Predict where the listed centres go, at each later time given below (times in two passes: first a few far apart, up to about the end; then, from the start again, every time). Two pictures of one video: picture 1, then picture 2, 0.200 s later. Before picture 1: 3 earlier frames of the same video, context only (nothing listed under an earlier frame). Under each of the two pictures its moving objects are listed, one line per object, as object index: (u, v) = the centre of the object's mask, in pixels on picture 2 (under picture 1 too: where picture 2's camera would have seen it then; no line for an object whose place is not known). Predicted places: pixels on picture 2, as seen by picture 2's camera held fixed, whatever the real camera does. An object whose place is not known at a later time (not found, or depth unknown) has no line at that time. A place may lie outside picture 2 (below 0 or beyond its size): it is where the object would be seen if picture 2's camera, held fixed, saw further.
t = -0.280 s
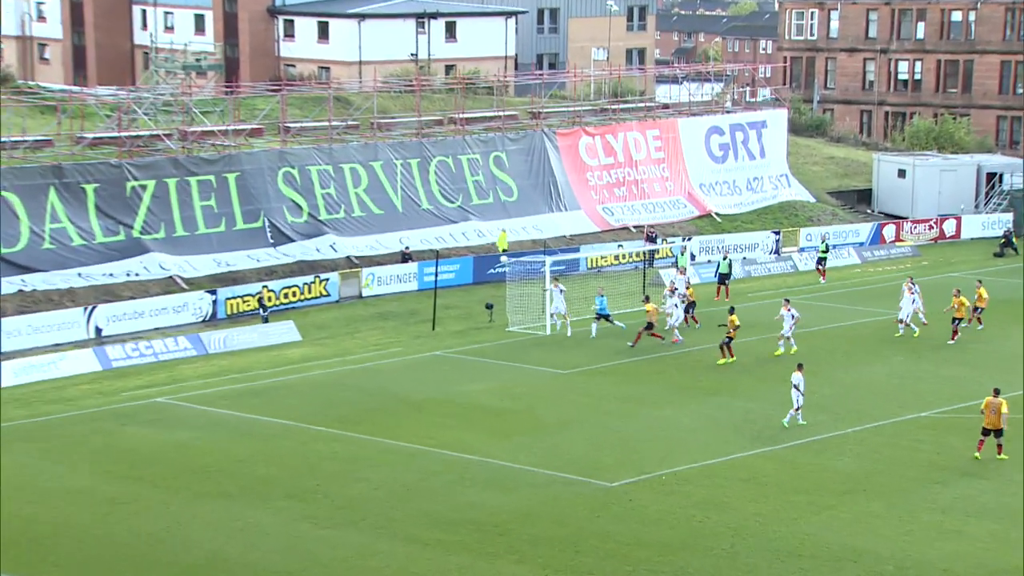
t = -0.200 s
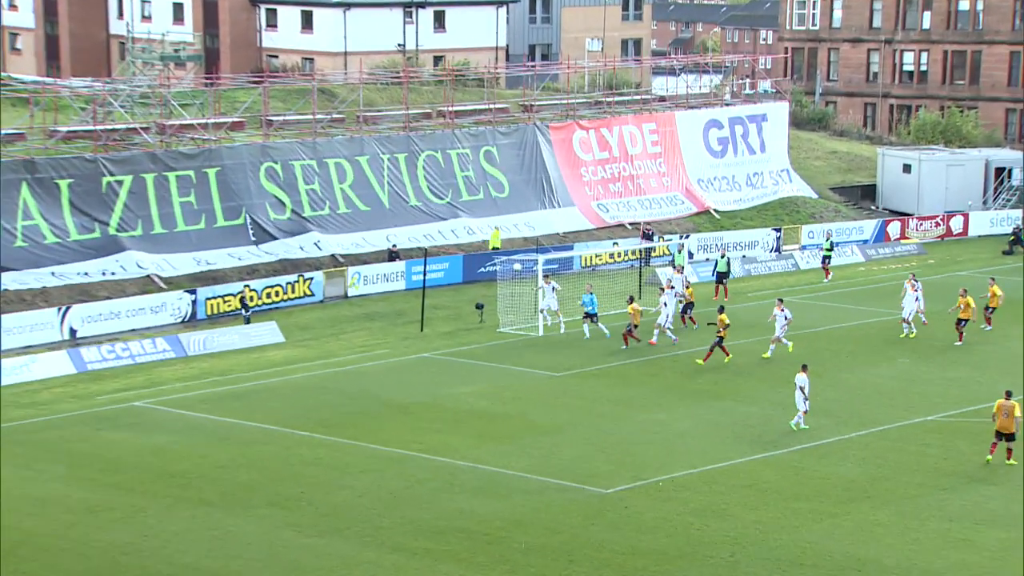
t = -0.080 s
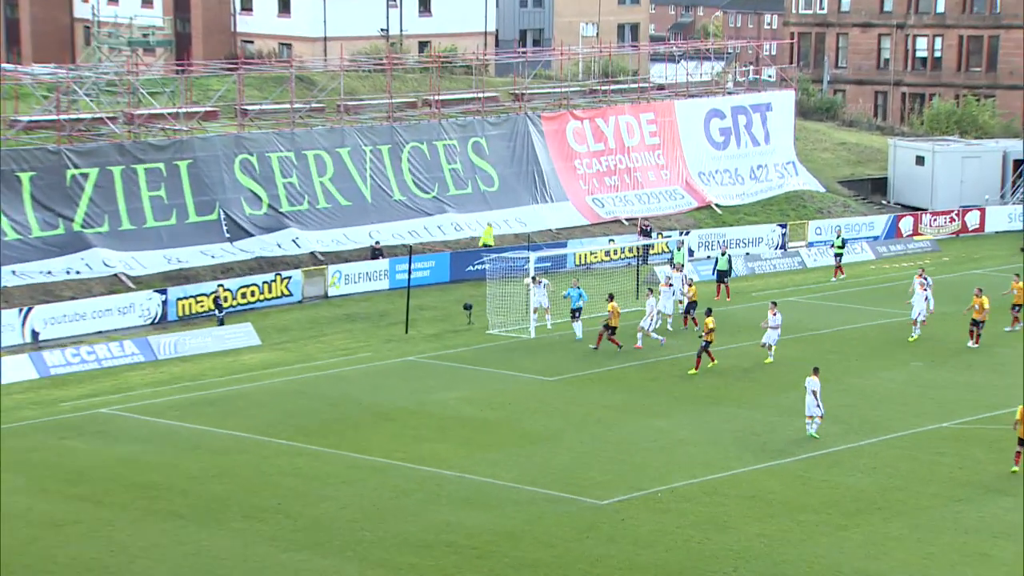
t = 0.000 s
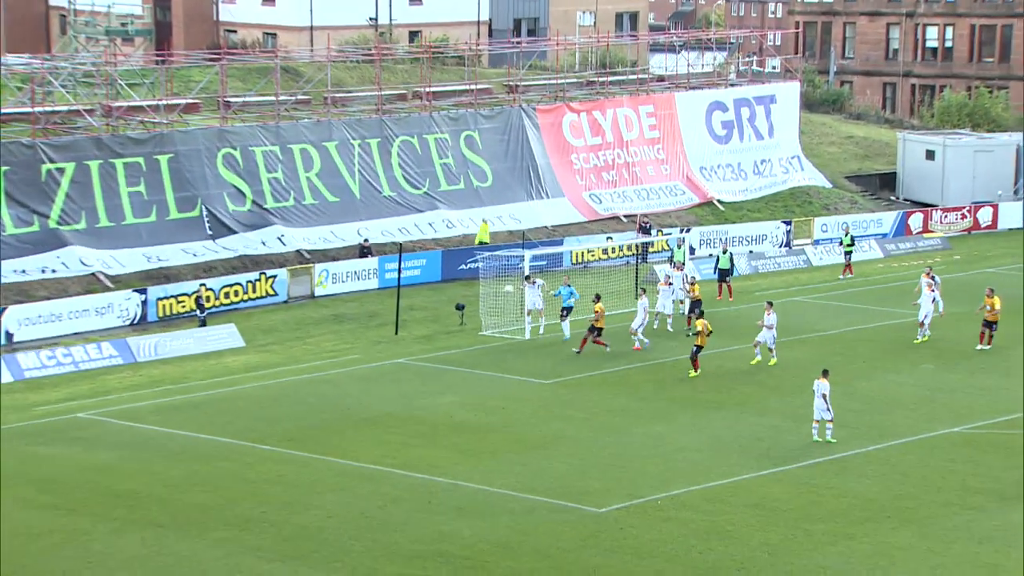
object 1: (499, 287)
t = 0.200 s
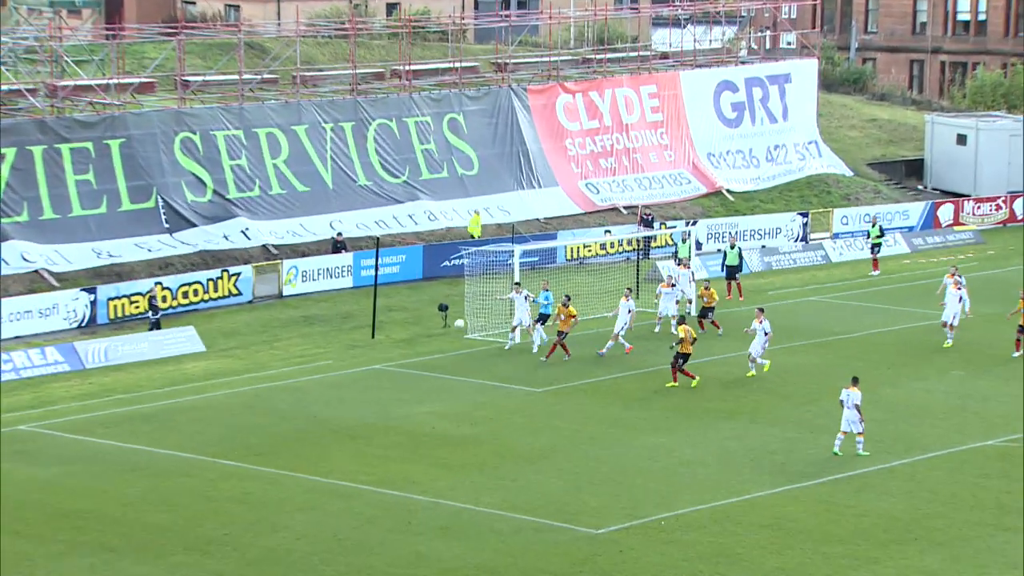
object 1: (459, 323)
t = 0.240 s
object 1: (451, 332)
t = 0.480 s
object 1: (408, 403)
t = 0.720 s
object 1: (376, 395)
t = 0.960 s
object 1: (346, 415)
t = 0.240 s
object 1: (451, 332)
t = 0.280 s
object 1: (443, 343)
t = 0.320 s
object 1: (436, 354)
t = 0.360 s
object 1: (428, 366)
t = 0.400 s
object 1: (421, 378)
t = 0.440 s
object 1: (414, 392)
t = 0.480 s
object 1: (408, 403)
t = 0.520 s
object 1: (402, 400)
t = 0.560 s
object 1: (397, 398)
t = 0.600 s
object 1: (392, 396)
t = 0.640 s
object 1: (386, 395)
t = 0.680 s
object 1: (381, 395)
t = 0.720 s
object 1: (376, 395)
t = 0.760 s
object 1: (371, 397)
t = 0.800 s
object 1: (366, 399)
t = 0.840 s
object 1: (361, 402)
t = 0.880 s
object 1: (356, 405)
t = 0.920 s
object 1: (351, 410)
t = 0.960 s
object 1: (346, 415)
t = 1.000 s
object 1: (341, 422)
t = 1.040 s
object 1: (336, 428)
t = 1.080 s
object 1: (331, 437)
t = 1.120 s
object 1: (325, 445)
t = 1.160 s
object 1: (321, 455)
